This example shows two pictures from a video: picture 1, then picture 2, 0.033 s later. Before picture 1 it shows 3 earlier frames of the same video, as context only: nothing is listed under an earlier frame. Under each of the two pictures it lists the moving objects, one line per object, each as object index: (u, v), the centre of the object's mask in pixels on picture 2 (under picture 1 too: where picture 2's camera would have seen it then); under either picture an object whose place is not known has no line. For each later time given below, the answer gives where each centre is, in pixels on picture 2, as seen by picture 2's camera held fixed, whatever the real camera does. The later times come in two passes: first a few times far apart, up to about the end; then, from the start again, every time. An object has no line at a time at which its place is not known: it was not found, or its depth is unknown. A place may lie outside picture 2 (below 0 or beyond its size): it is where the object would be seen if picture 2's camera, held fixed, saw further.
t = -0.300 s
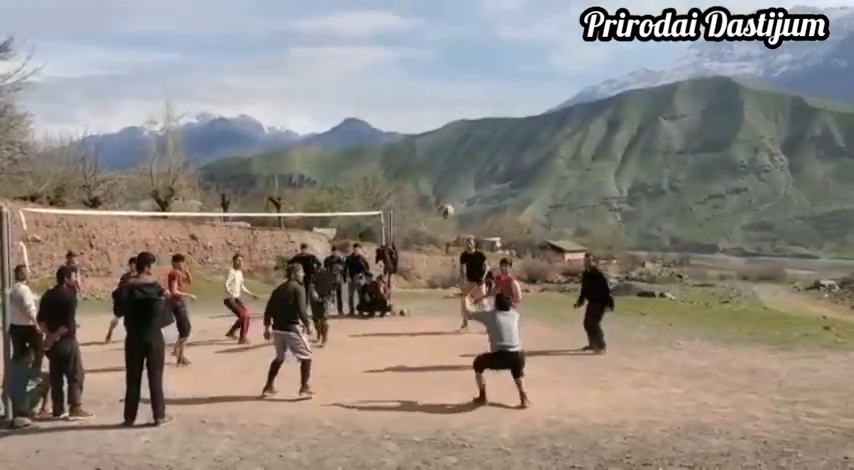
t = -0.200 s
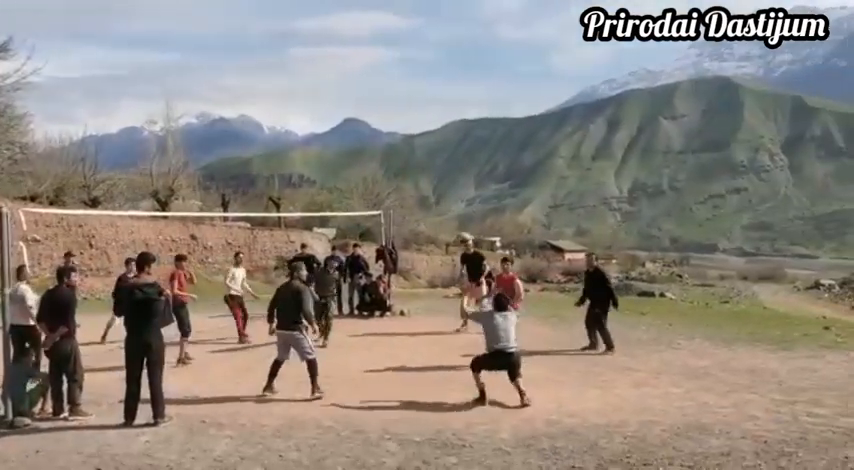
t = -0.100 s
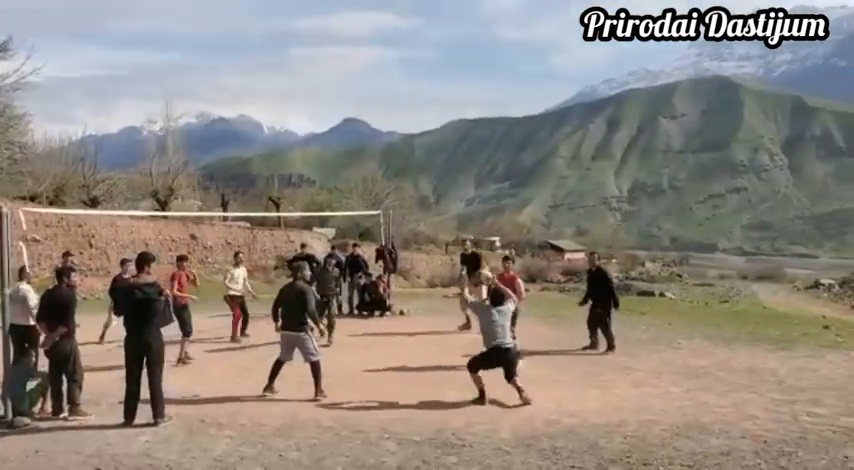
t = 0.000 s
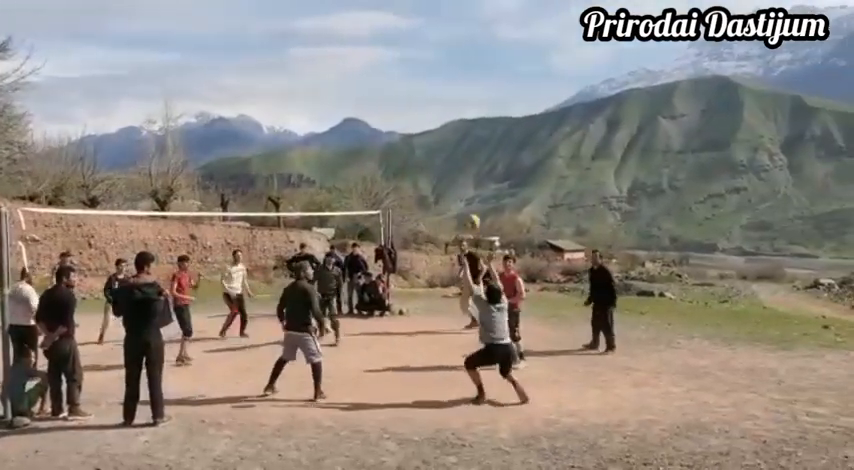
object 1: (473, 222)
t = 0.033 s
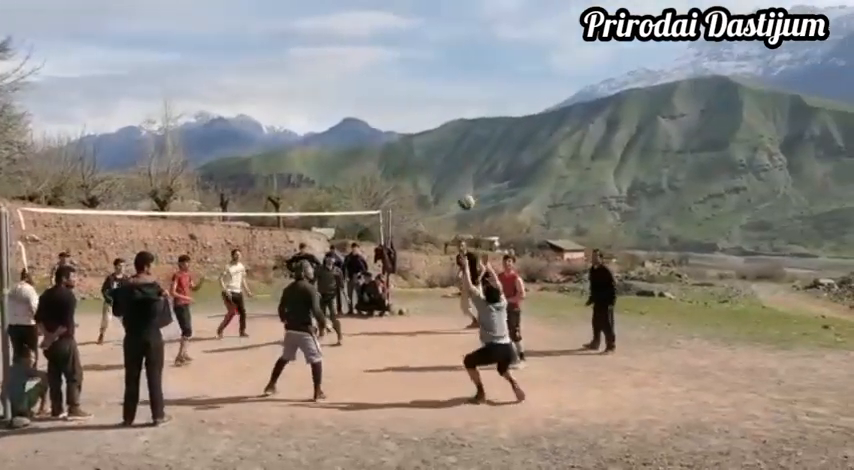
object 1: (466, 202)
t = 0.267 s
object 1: (426, 91)
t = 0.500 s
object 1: (389, 28)
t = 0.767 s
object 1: (350, 11)
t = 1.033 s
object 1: (315, 44)
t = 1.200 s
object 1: (295, 87)
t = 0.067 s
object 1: (461, 183)
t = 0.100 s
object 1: (455, 164)
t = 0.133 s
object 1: (449, 147)
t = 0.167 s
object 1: (443, 132)
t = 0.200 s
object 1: (437, 118)
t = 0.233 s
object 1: (431, 104)
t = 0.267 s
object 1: (426, 91)
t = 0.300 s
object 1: (420, 79)
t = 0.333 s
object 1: (415, 68)
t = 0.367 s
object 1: (410, 58)
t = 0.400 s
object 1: (405, 50)
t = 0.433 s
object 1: (399, 41)
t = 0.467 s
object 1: (394, 35)
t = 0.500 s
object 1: (389, 28)
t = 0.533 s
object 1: (384, 23)
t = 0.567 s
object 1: (379, 18)
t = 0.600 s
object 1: (374, 15)
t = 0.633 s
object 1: (369, 12)
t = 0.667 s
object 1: (365, 11)
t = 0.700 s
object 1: (360, 10)
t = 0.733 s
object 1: (355, 9)
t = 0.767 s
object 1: (350, 11)
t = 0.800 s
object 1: (345, 12)
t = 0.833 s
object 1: (341, 14)
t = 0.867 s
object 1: (337, 17)
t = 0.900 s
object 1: (332, 22)
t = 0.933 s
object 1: (328, 26)
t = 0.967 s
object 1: (323, 32)
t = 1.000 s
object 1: (319, 37)
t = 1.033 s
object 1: (315, 44)
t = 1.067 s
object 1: (311, 51)
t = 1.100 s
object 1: (307, 59)
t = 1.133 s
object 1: (302, 68)
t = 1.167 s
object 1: (299, 77)
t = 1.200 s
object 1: (295, 87)
